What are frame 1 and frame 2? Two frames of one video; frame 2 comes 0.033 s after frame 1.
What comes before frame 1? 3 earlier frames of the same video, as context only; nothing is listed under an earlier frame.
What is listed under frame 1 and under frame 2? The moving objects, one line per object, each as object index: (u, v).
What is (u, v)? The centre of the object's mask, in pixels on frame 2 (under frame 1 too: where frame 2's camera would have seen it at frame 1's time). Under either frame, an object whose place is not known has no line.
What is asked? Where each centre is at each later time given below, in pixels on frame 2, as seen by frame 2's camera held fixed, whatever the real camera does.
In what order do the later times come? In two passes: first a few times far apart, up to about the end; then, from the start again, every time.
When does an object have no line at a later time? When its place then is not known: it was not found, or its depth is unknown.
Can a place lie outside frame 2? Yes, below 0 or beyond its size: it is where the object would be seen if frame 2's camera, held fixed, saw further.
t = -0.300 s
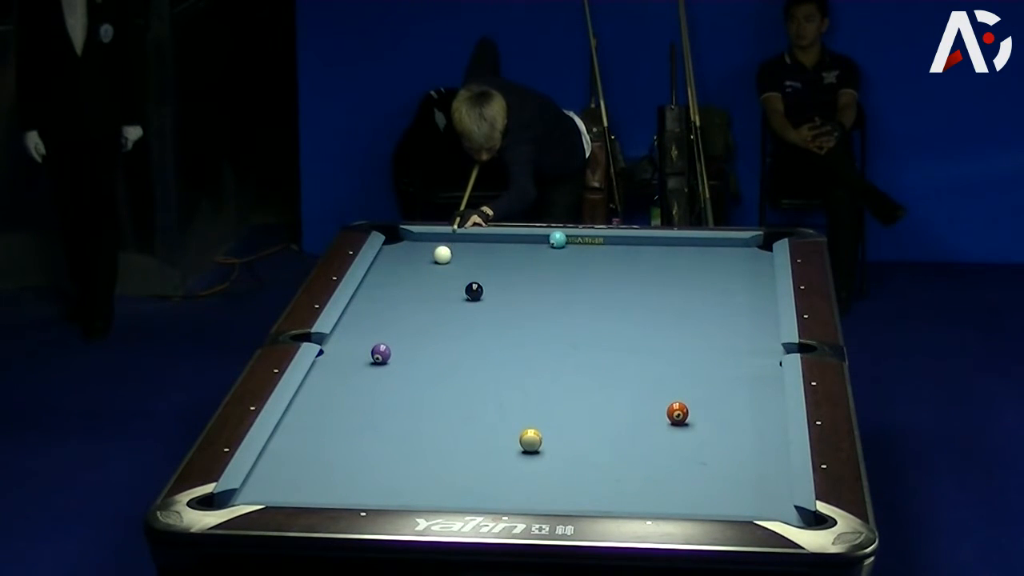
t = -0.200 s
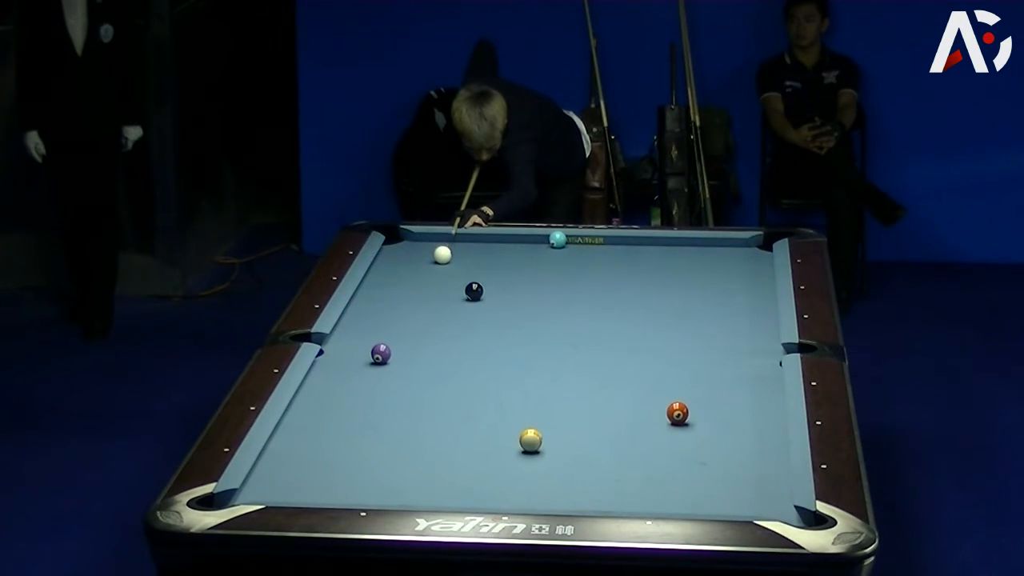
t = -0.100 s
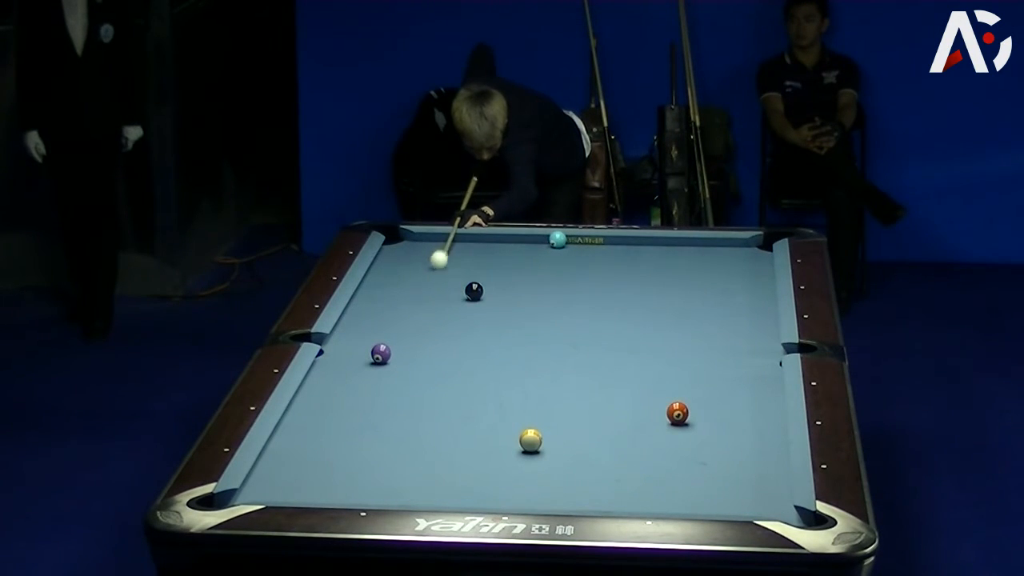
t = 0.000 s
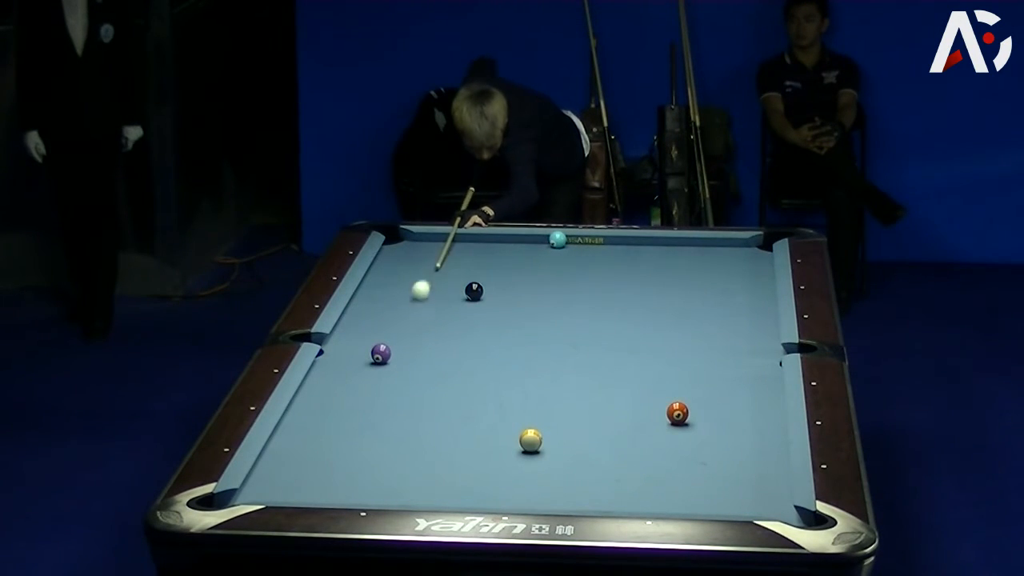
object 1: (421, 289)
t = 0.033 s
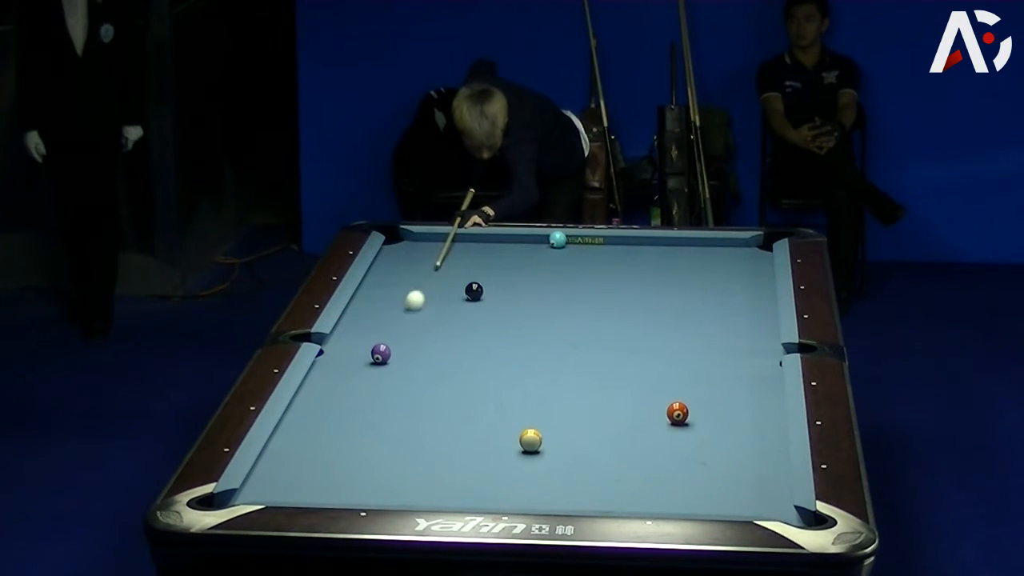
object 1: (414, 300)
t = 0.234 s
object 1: (390, 348)
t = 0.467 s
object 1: (402, 350)
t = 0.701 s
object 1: (414, 352)
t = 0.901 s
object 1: (423, 353)
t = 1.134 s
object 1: (432, 355)
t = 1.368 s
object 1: (440, 356)
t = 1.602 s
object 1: (448, 357)
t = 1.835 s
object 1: (453, 358)
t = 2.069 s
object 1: (458, 359)
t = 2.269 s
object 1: (461, 359)
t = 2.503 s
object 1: (463, 359)
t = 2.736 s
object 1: (463, 360)
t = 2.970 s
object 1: (463, 360)
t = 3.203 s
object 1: (463, 360)
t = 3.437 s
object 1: (463, 359)
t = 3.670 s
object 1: (463, 359)
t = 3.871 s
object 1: (463, 359)
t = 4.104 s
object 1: (463, 359)
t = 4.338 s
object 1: (463, 359)
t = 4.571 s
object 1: (463, 359)
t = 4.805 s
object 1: (463, 360)
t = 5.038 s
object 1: (463, 360)
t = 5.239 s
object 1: (463, 359)
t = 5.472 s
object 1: (463, 360)
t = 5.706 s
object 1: (463, 359)
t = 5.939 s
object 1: (463, 359)
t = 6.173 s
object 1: (463, 359)
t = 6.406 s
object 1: (463, 359)
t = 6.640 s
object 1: (463, 359)
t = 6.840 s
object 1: (463, 359)
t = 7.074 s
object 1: (463, 359)
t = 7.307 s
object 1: (463, 359)
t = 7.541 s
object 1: (463, 359)
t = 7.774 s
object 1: (463, 360)
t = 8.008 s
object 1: (463, 359)
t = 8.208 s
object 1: (463, 360)
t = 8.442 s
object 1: (463, 360)
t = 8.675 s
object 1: (463, 360)
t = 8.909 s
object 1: (463, 359)
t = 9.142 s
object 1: (463, 359)
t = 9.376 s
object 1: (463, 359)
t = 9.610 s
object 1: (463, 359)
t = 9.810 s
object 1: (463, 360)
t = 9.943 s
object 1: (463, 360)
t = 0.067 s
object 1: (409, 310)
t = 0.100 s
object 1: (403, 320)
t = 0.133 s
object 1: (396, 331)
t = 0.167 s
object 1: (391, 340)
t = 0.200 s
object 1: (389, 347)
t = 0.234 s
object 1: (390, 348)
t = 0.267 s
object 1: (392, 348)
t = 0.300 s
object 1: (393, 349)
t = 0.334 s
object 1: (395, 349)
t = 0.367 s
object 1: (397, 349)
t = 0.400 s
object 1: (399, 349)
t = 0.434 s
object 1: (401, 350)
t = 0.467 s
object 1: (402, 350)
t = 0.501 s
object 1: (404, 350)
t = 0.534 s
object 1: (406, 351)
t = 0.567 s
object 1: (408, 351)
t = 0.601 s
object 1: (409, 351)
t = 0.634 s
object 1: (411, 351)
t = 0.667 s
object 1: (412, 352)
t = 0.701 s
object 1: (414, 352)
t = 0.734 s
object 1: (416, 352)
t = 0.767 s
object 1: (417, 352)
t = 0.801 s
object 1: (419, 353)
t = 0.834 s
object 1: (420, 353)
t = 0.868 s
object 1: (422, 353)
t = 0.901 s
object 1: (423, 353)
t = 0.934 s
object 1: (424, 354)
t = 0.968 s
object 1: (426, 354)
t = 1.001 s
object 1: (427, 354)
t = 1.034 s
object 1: (429, 354)
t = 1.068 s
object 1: (430, 354)
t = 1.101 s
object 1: (431, 355)
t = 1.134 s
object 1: (432, 355)
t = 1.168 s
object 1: (434, 355)
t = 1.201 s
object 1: (435, 355)
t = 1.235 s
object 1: (436, 356)
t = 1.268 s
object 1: (437, 356)
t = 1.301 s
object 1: (438, 356)
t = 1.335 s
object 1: (439, 356)
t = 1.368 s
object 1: (440, 356)
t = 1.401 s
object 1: (441, 356)
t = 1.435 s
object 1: (442, 356)
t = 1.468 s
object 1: (444, 356)
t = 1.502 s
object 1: (445, 357)
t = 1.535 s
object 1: (446, 357)
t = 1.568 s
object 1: (447, 357)
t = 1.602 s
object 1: (448, 357)
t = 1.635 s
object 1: (448, 357)
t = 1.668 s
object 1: (449, 357)
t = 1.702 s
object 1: (450, 358)
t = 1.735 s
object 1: (451, 357)
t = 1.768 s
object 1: (452, 358)
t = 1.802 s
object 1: (453, 358)
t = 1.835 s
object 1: (453, 358)
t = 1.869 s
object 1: (454, 358)
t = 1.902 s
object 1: (455, 358)
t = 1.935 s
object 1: (456, 358)
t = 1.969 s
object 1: (456, 358)
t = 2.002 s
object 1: (457, 359)
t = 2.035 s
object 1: (457, 359)
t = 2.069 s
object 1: (458, 359)
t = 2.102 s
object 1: (458, 359)
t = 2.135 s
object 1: (459, 359)
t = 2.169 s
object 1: (459, 359)
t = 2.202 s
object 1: (460, 359)
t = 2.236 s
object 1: (460, 359)
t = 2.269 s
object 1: (461, 359)
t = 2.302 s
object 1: (461, 359)
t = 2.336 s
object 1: (461, 359)
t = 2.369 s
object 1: (462, 359)
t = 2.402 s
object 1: (462, 359)
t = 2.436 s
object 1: (462, 359)
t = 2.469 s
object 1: (463, 359)
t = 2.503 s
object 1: (463, 359)
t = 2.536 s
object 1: (463, 359)
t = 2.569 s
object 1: (463, 359)
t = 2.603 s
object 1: (463, 359)
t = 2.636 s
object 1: (463, 359)
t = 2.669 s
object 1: (463, 360)
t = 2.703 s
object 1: (463, 360)
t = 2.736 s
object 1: (463, 360)
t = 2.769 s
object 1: (463, 360)
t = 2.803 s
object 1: (463, 360)
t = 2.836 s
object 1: (463, 360)
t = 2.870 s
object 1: (463, 360)
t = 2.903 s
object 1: (463, 360)
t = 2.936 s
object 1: (463, 360)
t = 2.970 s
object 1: (463, 360)
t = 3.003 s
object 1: (463, 360)
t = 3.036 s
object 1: (463, 360)
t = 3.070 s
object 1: (463, 360)
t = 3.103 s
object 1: (463, 359)
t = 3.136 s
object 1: (463, 360)
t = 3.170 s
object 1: (463, 360)
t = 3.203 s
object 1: (463, 360)
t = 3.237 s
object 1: (463, 360)
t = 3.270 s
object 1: (463, 359)
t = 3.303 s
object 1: (463, 359)
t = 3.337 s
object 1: (463, 360)
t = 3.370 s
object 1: (463, 360)
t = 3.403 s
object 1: (463, 359)
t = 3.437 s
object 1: (463, 359)
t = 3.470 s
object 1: (463, 359)
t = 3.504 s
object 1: (463, 359)
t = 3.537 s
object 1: (463, 360)
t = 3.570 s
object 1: (463, 359)
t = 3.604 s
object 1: (463, 359)
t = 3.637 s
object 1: (463, 359)
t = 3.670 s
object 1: (463, 359)
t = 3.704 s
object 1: (463, 359)
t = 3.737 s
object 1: (463, 359)
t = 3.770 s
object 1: (463, 359)
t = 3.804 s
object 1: (463, 359)
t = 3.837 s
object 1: (463, 359)
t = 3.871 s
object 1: (463, 359)
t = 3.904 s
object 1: (463, 359)
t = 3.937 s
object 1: (463, 359)
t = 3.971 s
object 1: (463, 359)
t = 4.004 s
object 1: (463, 359)
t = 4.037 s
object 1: (463, 359)
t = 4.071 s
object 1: (463, 359)
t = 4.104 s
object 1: (463, 359)
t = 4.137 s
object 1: (463, 359)
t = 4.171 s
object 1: (463, 359)
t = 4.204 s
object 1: (463, 359)
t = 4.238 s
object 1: (463, 359)
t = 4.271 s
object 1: (463, 359)
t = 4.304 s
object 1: (463, 359)
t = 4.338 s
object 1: (463, 359)
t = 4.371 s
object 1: (463, 359)
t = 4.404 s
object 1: (463, 359)
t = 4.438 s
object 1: (463, 359)
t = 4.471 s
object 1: (463, 359)
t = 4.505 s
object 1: (463, 359)
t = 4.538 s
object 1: (463, 359)
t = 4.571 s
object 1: (463, 359)
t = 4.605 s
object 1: (463, 359)
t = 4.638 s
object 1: (463, 359)
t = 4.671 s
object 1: (463, 359)
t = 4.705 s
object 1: (463, 360)
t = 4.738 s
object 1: (463, 360)
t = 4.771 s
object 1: (463, 360)
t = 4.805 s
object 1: (463, 360)
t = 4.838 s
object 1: (463, 360)
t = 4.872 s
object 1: (463, 359)
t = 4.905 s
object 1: (463, 359)
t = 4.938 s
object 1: (463, 360)
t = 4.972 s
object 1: (463, 360)
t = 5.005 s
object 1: (463, 360)
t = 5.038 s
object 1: (463, 360)
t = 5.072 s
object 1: (463, 360)
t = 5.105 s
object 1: (463, 359)
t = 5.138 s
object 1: (463, 360)
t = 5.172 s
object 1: (463, 359)
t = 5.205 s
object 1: (463, 359)
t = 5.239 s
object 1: (463, 359)
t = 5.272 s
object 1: (463, 359)
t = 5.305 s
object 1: (463, 360)
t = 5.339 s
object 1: (463, 359)
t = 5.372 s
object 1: (463, 359)
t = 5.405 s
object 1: (463, 359)
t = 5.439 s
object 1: (463, 359)
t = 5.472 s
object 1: (463, 360)
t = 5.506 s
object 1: (463, 359)
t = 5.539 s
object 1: (463, 359)
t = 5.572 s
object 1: (463, 359)
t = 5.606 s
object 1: (463, 359)
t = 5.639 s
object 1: (463, 359)
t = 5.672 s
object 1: (463, 359)
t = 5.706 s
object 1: (463, 359)
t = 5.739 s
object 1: (463, 359)
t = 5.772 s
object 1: (463, 359)
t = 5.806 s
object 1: (463, 360)
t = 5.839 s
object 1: (463, 359)
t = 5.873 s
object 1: (463, 360)
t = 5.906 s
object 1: (463, 359)
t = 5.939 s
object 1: (463, 359)
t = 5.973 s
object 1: (463, 359)
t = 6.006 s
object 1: (463, 359)
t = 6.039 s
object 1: (463, 359)
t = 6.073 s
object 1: (463, 359)
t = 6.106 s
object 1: (463, 359)
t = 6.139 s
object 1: (463, 359)
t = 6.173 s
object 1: (463, 359)
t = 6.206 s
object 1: (463, 359)
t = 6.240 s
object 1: (463, 359)
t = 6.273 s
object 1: (463, 359)
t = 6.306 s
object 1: (463, 359)
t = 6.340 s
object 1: (463, 359)
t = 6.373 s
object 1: (463, 359)
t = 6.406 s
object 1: (463, 359)
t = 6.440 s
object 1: (463, 359)
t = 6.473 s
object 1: (463, 359)
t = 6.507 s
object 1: (463, 359)
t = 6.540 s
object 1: (463, 359)
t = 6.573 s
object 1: (463, 359)
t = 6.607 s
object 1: (463, 359)
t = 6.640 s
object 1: (463, 359)
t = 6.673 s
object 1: (463, 359)
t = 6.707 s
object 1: (463, 359)
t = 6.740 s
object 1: (463, 359)
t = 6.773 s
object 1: (463, 359)
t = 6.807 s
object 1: (463, 359)
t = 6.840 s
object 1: (463, 359)
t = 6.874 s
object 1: (463, 359)
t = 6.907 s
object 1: (463, 359)
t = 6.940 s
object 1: (463, 359)
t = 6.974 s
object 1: (463, 359)
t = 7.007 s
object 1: (463, 359)
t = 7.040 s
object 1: (463, 359)
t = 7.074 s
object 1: (463, 359)
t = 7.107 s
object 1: (463, 359)
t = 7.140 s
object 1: (463, 359)
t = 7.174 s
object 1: (463, 360)
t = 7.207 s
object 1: (463, 359)
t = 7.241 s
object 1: (463, 359)
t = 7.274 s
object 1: (463, 359)
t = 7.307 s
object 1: (463, 359)
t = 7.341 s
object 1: (463, 359)
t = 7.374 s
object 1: (463, 359)
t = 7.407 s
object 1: (463, 359)
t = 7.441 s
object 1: (463, 359)
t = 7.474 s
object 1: (463, 359)
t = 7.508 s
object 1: (463, 359)
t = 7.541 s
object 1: (463, 359)
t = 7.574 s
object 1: (463, 360)
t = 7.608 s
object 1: (463, 360)
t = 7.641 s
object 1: (463, 359)
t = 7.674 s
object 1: (463, 359)
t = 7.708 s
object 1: (463, 359)
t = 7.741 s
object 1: (463, 359)
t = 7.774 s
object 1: (463, 360)
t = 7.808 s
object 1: (463, 359)
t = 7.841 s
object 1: (463, 359)
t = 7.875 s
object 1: (463, 359)
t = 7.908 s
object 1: (463, 359)
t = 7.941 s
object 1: (463, 359)
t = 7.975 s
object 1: (463, 360)
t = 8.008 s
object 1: (463, 359)
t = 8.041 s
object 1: (463, 359)
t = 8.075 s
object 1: (463, 360)
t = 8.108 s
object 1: (463, 359)
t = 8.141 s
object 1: (463, 360)
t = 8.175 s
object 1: (463, 360)
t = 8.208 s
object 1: (463, 360)
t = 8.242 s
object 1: (463, 360)
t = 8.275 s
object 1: (463, 360)
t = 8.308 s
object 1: (463, 360)
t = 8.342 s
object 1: (463, 360)
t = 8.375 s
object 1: (463, 360)
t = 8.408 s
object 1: (463, 360)
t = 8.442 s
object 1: (463, 360)
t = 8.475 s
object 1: (463, 360)
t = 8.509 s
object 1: (463, 360)
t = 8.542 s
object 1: (463, 360)
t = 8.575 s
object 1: (463, 360)
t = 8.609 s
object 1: (463, 360)
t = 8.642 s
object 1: (463, 360)
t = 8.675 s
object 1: (463, 360)
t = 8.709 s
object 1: (463, 360)
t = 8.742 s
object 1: (463, 359)
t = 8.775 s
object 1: (463, 359)
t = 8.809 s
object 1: (463, 360)
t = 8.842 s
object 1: (463, 360)
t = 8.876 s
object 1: (463, 360)
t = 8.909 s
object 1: (463, 359)
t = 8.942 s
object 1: (463, 359)
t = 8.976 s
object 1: (463, 359)
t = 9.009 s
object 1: (463, 359)
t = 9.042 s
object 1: (463, 359)
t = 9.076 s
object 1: (463, 360)
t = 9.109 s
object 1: (463, 360)
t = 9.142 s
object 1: (463, 359)
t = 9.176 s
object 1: (463, 360)
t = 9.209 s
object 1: (463, 359)
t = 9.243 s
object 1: (463, 360)
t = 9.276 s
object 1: (463, 359)
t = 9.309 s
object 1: (463, 359)
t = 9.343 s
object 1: (463, 359)
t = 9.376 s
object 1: (463, 359)
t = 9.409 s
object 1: (463, 359)
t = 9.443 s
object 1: (463, 359)
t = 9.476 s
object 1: (463, 359)
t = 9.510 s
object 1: (463, 359)
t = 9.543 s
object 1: (463, 359)
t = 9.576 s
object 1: (463, 359)
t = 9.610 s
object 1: (463, 359)
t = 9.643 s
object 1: (463, 359)
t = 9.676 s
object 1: (463, 359)
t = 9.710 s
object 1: (463, 359)
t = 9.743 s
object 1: (463, 360)
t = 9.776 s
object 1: (463, 359)
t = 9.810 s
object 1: (463, 360)
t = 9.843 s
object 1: (463, 359)
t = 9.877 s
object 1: (463, 359)
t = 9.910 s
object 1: (463, 359)
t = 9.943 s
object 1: (463, 360)
